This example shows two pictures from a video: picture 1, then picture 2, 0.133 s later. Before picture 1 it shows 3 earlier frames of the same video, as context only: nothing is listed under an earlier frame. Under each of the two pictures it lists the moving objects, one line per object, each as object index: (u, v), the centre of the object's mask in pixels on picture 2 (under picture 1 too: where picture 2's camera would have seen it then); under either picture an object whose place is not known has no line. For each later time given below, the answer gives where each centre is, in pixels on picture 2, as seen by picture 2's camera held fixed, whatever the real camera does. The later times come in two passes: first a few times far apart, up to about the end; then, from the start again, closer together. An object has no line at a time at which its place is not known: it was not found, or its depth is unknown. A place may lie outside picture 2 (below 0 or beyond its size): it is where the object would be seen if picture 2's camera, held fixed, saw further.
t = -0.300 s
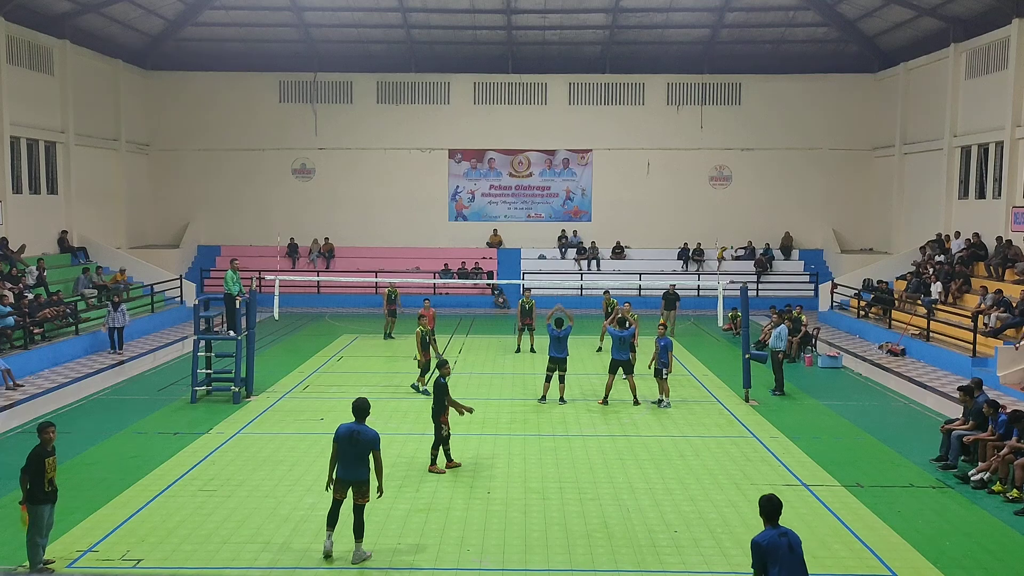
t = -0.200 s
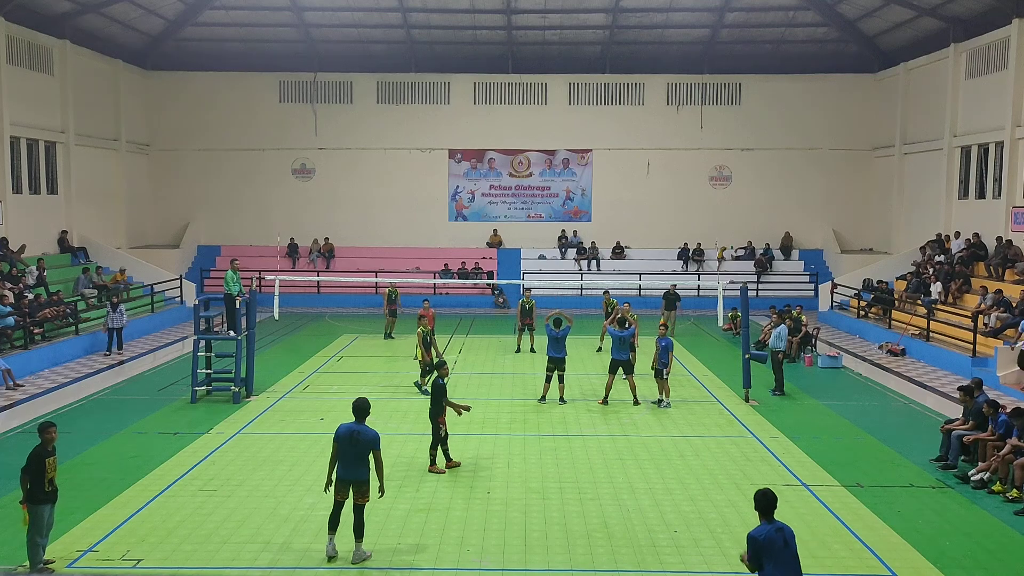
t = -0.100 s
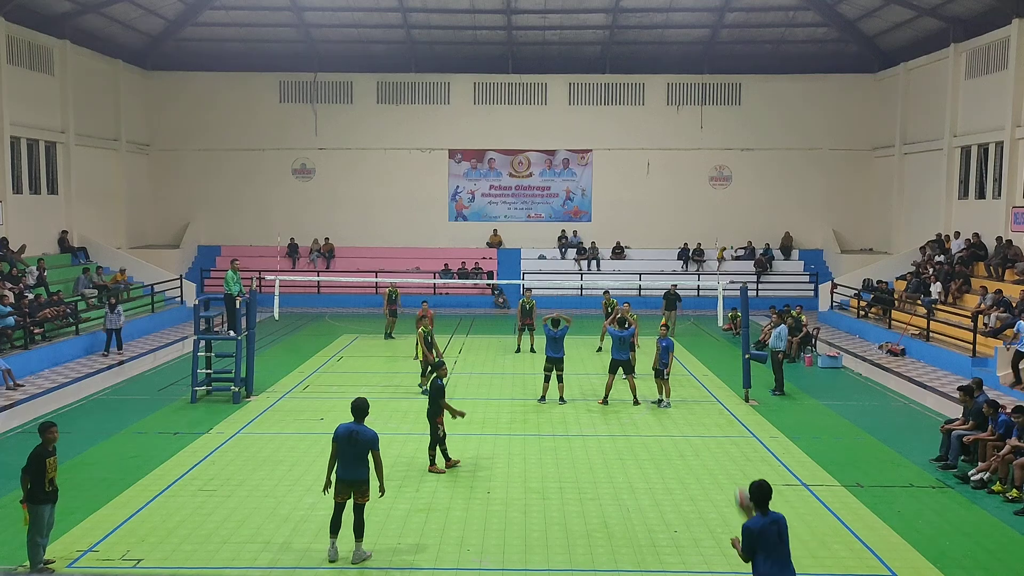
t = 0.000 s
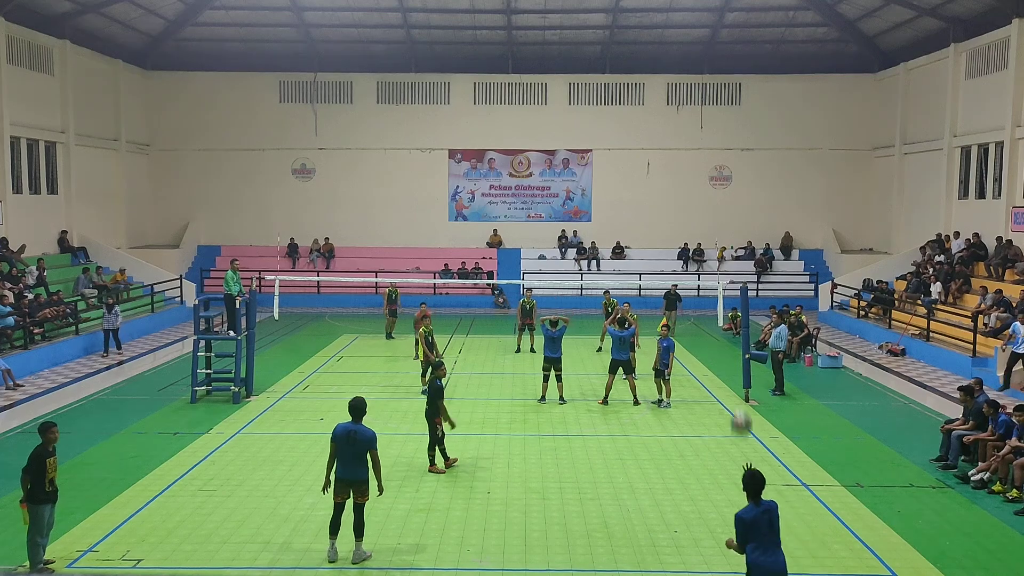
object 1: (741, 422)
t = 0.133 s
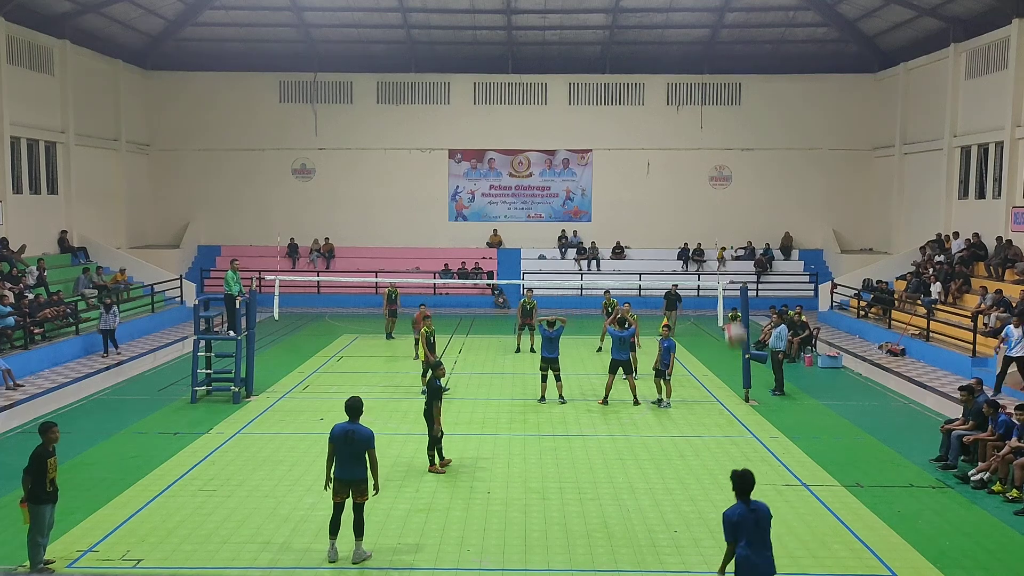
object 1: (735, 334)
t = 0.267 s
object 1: (730, 268)
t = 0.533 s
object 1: (717, 195)
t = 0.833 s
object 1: (702, 197)
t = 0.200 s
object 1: (733, 300)
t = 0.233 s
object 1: (732, 284)
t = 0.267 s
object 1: (730, 268)
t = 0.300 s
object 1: (728, 254)
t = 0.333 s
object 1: (726, 243)
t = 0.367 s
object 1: (725, 232)
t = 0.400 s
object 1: (723, 222)
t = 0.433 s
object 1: (722, 214)
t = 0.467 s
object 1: (720, 206)
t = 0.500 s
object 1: (719, 200)
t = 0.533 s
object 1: (717, 195)
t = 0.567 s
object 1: (716, 191)
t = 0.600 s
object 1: (714, 188)
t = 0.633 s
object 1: (712, 186)
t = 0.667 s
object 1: (711, 185)
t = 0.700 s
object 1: (709, 186)
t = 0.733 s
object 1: (707, 187)
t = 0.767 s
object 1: (706, 189)
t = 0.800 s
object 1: (704, 193)
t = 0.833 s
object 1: (702, 197)
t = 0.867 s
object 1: (701, 202)
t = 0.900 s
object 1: (699, 209)
